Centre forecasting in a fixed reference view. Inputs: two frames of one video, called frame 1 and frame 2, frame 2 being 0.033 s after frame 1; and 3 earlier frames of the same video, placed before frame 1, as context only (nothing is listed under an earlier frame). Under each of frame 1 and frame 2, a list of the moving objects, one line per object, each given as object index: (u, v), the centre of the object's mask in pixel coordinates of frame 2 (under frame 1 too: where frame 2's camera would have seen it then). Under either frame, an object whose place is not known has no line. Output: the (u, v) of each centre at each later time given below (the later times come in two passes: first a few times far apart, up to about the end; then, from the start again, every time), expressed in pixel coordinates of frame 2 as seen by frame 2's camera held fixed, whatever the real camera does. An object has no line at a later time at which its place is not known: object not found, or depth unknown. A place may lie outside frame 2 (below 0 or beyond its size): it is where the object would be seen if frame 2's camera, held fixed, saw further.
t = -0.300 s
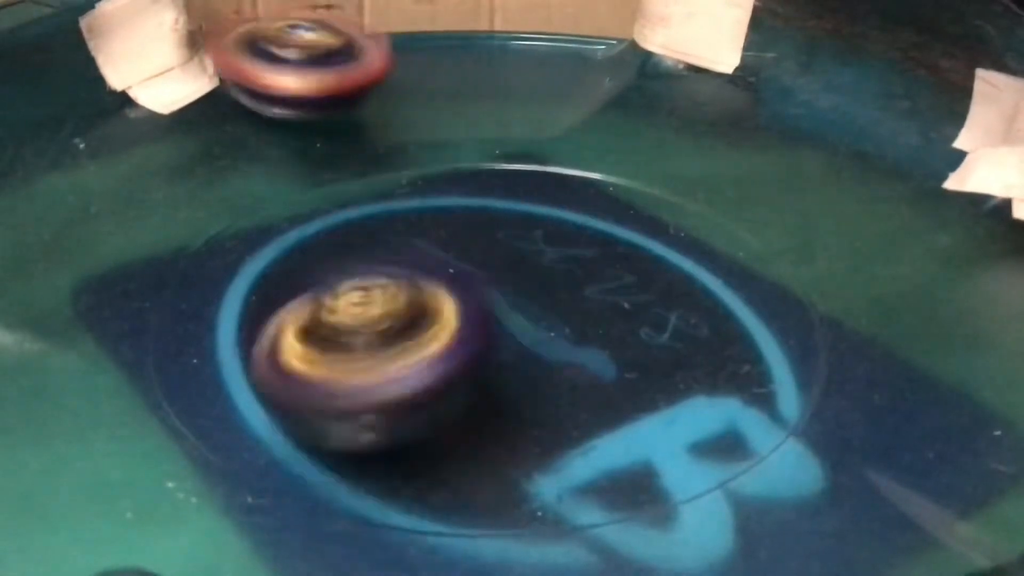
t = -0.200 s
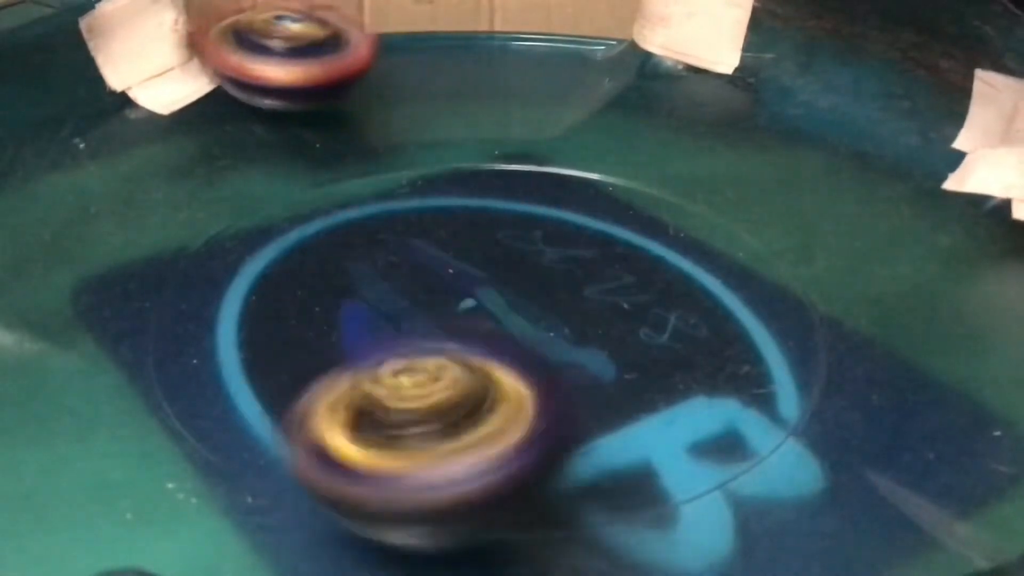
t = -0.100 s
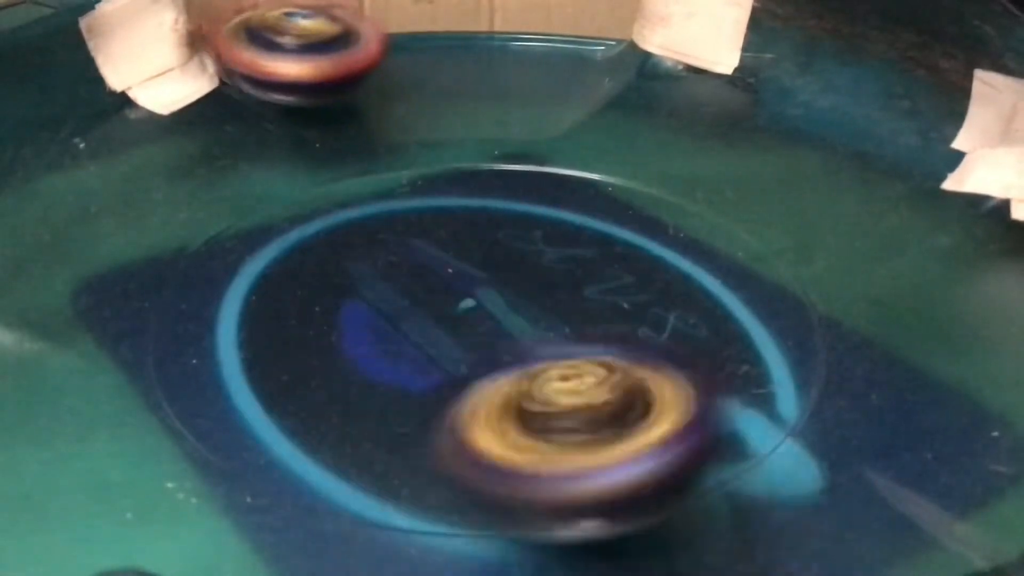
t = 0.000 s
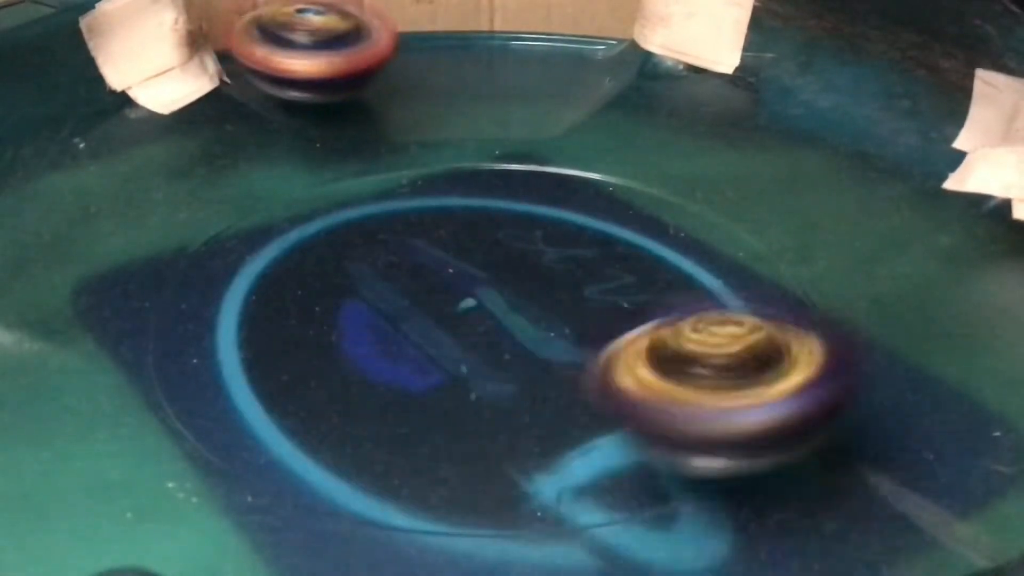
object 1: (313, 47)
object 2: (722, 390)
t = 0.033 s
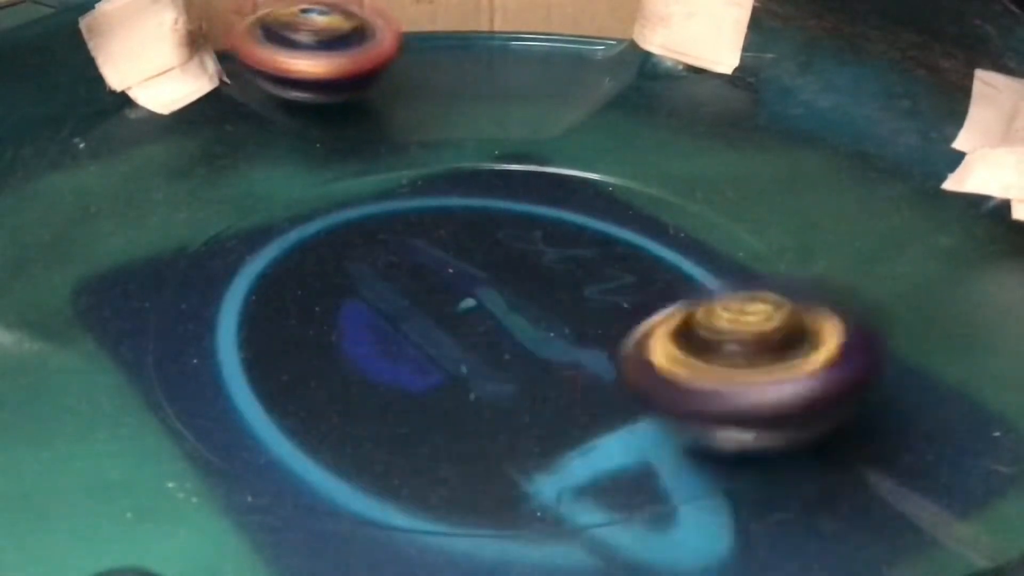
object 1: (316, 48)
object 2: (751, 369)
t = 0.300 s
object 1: (370, 65)
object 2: (486, 253)
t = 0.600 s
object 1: (417, 132)
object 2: (203, 387)
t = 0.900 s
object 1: (579, 316)
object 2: (756, 483)
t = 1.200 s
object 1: (718, 130)
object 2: (761, 291)
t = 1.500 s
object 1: (331, 87)
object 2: (310, 268)
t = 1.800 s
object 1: (422, 243)
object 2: (126, 485)
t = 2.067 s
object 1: (693, 182)
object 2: (314, 262)
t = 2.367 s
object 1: (673, 200)
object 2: (261, 86)
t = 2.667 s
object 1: (785, 264)
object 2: (254, 93)
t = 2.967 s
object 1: (794, 295)
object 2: (461, 178)
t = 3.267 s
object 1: (745, 323)
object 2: (660, 196)
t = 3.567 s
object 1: (559, 386)
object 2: (758, 211)
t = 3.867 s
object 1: (478, 422)
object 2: (744, 297)
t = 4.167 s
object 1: (379, 352)
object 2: (696, 390)
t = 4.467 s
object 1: (247, 320)
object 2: (576, 417)
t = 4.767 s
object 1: (247, 240)
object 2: (616, 406)
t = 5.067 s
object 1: (301, 216)
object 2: (487, 310)
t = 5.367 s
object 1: (382, 139)
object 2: (635, 372)
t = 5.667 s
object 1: (490, 141)
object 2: (528, 291)
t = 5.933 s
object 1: (599, 187)
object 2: (348, 303)
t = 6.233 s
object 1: (708, 254)
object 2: (393, 361)
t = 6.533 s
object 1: (797, 308)
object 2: (438, 261)
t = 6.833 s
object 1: (689, 346)
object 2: (308, 220)
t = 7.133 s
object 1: (493, 412)
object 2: (386, 244)
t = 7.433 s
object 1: (365, 418)
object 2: (424, 164)
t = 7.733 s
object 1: (312, 333)
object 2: (461, 214)
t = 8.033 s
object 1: (306, 238)
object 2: (619, 260)
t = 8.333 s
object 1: (366, 195)
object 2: (689, 262)
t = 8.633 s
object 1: (484, 196)
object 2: (558, 328)
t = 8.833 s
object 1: (564, 214)
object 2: (519, 382)
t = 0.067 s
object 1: (321, 48)
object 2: (757, 346)
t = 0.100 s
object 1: (328, 50)
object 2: (746, 324)
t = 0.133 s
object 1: (334, 49)
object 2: (721, 303)
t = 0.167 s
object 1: (340, 53)
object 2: (684, 285)
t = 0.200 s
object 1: (347, 55)
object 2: (637, 271)
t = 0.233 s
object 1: (354, 58)
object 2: (589, 261)
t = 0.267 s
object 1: (363, 62)
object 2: (539, 255)
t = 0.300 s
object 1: (370, 65)
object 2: (486, 253)
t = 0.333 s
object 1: (379, 68)
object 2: (436, 254)
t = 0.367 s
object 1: (387, 74)
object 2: (386, 260)
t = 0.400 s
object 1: (397, 78)
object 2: (338, 268)
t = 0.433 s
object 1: (407, 80)
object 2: (293, 281)
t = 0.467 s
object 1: (420, 84)
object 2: (254, 299)
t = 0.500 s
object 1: (428, 87)
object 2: (218, 320)
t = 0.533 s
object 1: (431, 94)
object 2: (190, 342)
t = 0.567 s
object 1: (427, 109)
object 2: (182, 364)
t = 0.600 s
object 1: (417, 132)
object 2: (203, 387)
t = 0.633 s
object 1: (400, 156)
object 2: (227, 408)
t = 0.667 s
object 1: (385, 182)
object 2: (266, 431)
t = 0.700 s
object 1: (376, 211)
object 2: (327, 446)
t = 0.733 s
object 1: (377, 240)
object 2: (380, 460)
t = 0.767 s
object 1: (396, 278)
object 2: (451, 470)
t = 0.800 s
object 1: (425, 302)
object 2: (516, 465)
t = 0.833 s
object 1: (463, 321)
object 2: (584, 449)
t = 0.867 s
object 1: (522, 318)
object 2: (671, 466)
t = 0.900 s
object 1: (579, 316)
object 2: (756, 483)
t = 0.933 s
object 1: (642, 304)
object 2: (834, 482)
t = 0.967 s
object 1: (700, 290)
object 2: (879, 479)
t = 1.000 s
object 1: (749, 264)
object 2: (886, 456)
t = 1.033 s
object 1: (787, 234)
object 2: (882, 421)
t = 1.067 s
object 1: (796, 209)
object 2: (872, 391)
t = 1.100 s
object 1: (792, 187)
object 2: (859, 360)
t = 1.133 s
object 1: (777, 163)
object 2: (835, 333)
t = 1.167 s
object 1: (751, 142)
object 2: (801, 313)
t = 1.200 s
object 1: (718, 130)
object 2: (761, 291)
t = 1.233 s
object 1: (677, 123)
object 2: (720, 273)
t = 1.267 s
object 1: (633, 118)
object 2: (674, 257)
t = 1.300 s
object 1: (583, 121)
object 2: (629, 246)
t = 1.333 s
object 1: (532, 108)
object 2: (578, 253)
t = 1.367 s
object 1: (480, 93)
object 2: (523, 263)
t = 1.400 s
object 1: (431, 86)
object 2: (465, 268)
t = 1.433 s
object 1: (389, 85)
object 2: (412, 270)
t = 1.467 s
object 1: (354, 86)
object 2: (361, 269)
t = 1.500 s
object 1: (331, 87)
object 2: (310, 268)
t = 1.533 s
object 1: (321, 88)
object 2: (262, 269)
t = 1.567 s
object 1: (318, 95)
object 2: (224, 274)
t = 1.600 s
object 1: (314, 108)
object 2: (180, 281)
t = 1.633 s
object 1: (306, 132)
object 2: (151, 286)
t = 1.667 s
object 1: (297, 164)
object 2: (150, 301)
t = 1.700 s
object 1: (288, 196)
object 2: (168, 320)
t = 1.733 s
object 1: (313, 226)
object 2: (159, 357)
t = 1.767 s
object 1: (370, 233)
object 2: (133, 417)
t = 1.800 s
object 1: (422, 243)
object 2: (126, 485)
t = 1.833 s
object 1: (465, 251)
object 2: (121, 515)
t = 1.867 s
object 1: (512, 252)
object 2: (125, 495)
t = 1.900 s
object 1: (557, 250)
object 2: (157, 457)
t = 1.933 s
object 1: (597, 244)
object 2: (188, 392)
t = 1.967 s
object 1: (634, 231)
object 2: (224, 357)
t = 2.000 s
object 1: (663, 216)
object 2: (257, 327)
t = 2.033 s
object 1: (683, 200)
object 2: (290, 292)
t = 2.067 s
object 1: (693, 182)
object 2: (314, 262)
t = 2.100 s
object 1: (693, 164)
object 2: (328, 233)
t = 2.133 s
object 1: (676, 150)
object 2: (352, 210)
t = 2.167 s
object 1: (647, 148)
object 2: (365, 187)
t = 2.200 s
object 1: (613, 148)
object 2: (373, 165)
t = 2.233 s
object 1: (587, 149)
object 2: (380, 150)
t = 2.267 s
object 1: (591, 140)
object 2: (359, 132)
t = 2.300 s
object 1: (621, 154)
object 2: (322, 111)
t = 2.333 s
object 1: (647, 184)
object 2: (291, 100)
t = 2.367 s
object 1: (673, 200)
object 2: (261, 86)
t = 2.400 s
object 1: (703, 215)
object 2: (244, 84)
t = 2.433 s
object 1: (728, 223)
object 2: (232, 83)
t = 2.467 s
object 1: (750, 232)
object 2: (223, 83)
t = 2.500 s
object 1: (771, 239)
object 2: (219, 83)
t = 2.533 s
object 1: (787, 243)
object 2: (219, 82)
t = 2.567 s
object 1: (794, 247)
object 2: (225, 83)
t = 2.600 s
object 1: (790, 254)
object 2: (231, 87)
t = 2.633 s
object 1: (787, 259)
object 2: (242, 89)
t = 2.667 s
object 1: (785, 264)
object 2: (254, 93)
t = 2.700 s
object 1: (786, 268)
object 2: (269, 100)
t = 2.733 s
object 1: (788, 272)
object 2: (289, 107)
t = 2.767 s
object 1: (792, 275)
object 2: (307, 114)
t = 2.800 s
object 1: (797, 279)
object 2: (330, 122)
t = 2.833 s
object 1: (800, 282)
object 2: (354, 133)
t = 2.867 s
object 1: (798, 286)
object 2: (381, 148)
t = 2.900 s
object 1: (795, 289)
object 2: (409, 159)
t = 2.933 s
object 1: (794, 292)
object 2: (435, 169)
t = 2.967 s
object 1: (794, 295)
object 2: (461, 178)
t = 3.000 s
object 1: (795, 297)
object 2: (490, 186)
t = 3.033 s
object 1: (796, 300)
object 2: (515, 192)
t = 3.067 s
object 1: (797, 302)
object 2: (538, 198)
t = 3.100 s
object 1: (797, 304)
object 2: (561, 202)
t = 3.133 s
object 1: (793, 307)
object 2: (582, 205)
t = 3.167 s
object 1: (786, 310)
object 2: (606, 206)
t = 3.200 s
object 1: (775, 313)
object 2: (622, 204)
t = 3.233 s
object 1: (762, 317)
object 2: (638, 201)
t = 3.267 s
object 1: (745, 323)
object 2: (660, 196)
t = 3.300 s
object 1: (727, 329)
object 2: (677, 193)
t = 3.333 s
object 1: (708, 334)
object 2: (694, 192)
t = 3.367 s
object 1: (688, 340)
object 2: (709, 192)
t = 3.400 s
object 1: (665, 348)
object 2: (721, 194)
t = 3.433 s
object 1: (642, 356)
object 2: (736, 195)
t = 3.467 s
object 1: (618, 362)
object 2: (744, 199)
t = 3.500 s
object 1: (599, 370)
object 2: (751, 203)
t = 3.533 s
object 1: (578, 378)
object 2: (757, 207)
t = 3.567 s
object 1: (559, 386)
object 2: (758, 211)
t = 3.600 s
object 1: (543, 393)
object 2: (758, 217)
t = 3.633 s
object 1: (530, 400)
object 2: (757, 226)
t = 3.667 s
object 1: (519, 407)
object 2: (756, 235)
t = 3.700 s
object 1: (510, 412)
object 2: (754, 245)
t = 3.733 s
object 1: (503, 417)
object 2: (753, 255)
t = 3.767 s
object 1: (495, 421)
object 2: (751, 265)
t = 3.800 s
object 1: (488, 423)
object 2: (750, 276)
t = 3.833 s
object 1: (483, 423)
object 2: (748, 285)
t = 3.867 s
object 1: (478, 422)
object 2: (744, 297)
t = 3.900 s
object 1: (472, 418)
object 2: (740, 307)
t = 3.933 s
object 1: (465, 413)
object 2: (738, 318)
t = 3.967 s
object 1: (460, 406)
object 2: (734, 329)
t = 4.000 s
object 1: (454, 398)
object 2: (731, 339)
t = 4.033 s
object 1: (443, 388)
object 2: (728, 349)
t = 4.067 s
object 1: (430, 379)
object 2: (721, 360)
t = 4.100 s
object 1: (415, 370)
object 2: (714, 370)
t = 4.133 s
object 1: (397, 361)
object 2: (704, 382)
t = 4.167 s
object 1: (379, 352)
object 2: (696, 390)
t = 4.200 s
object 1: (362, 345)
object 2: (687, 398)
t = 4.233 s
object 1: (343, 338)
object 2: (680, 404)
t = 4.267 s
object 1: (322, 331)
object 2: (671, 410)
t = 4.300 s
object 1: (304, 326)
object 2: (659, 415)
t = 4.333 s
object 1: (286, 323)
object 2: (647, 419)
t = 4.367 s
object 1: (272, 320)
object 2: (634, 421)
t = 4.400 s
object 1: (258, 319)
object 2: (618, 423)
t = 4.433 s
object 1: (250, 318)
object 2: (597, 420)
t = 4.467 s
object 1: (247, 320)
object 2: (576, 417)
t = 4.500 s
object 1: (249, 321)
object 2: (554, 414)
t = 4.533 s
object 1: (260, 323)
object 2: (532, 409)
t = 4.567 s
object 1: (272, 321)
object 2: (514, 406)
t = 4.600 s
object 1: (266, 303)
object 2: (533, 412)
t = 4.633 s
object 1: (260, 285)
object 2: (561, 416)
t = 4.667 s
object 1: (257, 271)
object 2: (581, 417)
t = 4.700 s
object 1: (254, 259)
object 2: (594, 416)
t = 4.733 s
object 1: (250, 249)
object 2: (605, 412)
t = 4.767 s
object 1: (247, 240)
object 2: (616, 406)
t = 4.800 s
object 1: (243, 232)
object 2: (619, 397)
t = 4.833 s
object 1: (241, 225)
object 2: (620, 383)
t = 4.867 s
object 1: (241, 220)
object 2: (607, 370)
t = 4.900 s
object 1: (242, 218)
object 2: (593, 356)
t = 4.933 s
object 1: (247, 216)
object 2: (579, 345)
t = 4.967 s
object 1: (257, 216)
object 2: (557, 334)
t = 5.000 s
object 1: (268, 216)
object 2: (534, 325)
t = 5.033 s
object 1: (284, 216)
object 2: (509, 317)
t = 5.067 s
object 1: (301, 216)
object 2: (487, 310)
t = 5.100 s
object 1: (304, 195)
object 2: (497, 326)
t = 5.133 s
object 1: (304, 175)
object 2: (517, 346)
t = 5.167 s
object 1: (311, 159)
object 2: (537, 363)
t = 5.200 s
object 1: (318, 149)
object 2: (552, 370)
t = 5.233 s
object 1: (330, 144)
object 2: (566, 377)
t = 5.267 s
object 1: (343, 143)
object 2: (581, 379)
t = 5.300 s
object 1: (356, 140)
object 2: (596, 379)
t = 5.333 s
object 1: (370, 141)
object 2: (614, 377)
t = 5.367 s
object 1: (382, 139)
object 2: (635, 372)
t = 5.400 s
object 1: (393, 135)
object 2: (650, 364)
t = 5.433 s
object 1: (405, 133)
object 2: (654, 353)
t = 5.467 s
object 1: (417, 132)
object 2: (653, 341)
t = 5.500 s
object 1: (429, 130)
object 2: (642, 330)
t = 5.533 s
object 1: (440, 131)
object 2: (623, 320)
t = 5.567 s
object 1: (452, 130)
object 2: (602, 310)
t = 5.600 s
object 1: (465, 133)
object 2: (576, 302)
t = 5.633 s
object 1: (478, 137)
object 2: (553, 297)
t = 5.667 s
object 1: (490, 141)
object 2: (528, 291)
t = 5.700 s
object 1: (504, 141)
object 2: (502, 289)
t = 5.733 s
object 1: (520, 145)
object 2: (476, 288)
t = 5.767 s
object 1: (534, 155)
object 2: (450, 288)
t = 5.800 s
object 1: (546, 162)
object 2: (427, 289)
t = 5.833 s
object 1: (558, 166)
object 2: (405, 291)
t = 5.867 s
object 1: (572, 173)
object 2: (381, 294)
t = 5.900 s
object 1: (586, 180)
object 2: (364, 299)
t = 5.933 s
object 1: (599, 187)
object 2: (348, 303)
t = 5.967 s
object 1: (611, 194)
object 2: (334, 308)
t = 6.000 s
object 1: (625, 203)
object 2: (324, 314)
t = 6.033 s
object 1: (638, 210)
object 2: (313, 325)
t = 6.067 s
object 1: (651, 217)
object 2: (307, 333)
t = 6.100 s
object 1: (664, 225)
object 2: (311, 343)
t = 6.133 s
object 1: (675, 233)
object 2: (323, 351)
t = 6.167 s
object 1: (686, 240)
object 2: (345, 357)
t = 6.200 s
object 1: (696, 247)
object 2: (367, 363)
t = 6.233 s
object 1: (708, 254)
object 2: (393, 361)
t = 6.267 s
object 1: (718, 262)
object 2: (422, 356)
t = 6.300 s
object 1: (725, 269)
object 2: (447, 345)
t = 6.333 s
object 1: (732, 276)
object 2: (464, 337)
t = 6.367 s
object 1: (739, 283)
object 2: (477, 325)
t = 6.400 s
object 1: (743, 289)
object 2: (486, 312)
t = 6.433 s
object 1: (756, 295)
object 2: (482, 298)
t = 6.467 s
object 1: (776, 300)
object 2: (465, 283)
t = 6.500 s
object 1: (790, 304)
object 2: (450, 271)
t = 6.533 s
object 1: (797, 308)
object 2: (438, 261)
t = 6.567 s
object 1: (794, 310)
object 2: (425, 252)
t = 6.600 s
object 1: (788, 313)
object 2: (409, 244)
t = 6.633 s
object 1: (782, 317)
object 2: (395, 236)
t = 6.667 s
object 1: (774, 321)
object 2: (382, 230)
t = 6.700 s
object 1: (762, 325)
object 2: (366, 225)
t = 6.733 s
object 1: (747, 330)
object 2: (350, 221)
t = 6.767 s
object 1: (729, 336)
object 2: (336, 217)
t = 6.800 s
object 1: (712, 343)
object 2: (322, 217)
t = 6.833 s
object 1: (689, 346)
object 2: (308, 220)
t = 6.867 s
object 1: (667, 350)
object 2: (298, 226)
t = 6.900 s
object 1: (645, 355)
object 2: (294, 235)
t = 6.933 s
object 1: (620, 359)
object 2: (298, 247)
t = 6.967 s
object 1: (595, 362)
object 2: (310, 257)
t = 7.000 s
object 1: (572, 366)
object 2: (330, 268)
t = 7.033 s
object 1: (544, 370)
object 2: (353, 275)
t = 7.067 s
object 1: (530, 389)
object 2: (372, 268)
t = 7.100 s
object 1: (514, 401)
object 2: (378, 258)
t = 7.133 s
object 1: (493, 412)
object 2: (386, 244)
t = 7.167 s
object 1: (472, 419)
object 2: (394, 234)
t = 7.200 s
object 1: (454, 426)
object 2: (400, 224)
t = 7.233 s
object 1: (438, 430)
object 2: (406, 215)
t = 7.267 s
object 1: (425, 433)
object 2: (412, 206)
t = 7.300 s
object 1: (410, 436)
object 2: (414, 196)
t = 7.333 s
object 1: (398, 432)
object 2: (415, 187)
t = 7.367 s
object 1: (388, 428)
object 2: (417, 179)
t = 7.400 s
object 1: (377, 424)
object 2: (420, 165)
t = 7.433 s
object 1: (365, 418)
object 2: (424, 164)
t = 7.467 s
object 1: (358, 413)
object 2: (423, 160)
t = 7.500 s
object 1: (348, 404)
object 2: (422, 158)
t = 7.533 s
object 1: (340, 397)
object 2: (417, 154)
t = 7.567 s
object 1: (332, 386)
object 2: (422, 162)
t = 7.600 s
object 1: (326, 377)
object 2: (422, 171)
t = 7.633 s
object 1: (322, 367)
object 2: (428, 182)
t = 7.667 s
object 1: (318, 354)
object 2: (435, 193)
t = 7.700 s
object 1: (316, 345)
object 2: (447, 204)
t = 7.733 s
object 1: (312, 333)
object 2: (461, 214)
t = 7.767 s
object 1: (309, 321)
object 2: (475, 215)
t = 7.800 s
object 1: (308, 310)
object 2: (491, 229)
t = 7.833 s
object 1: (306, 298)
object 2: (508, 236)
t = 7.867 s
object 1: (305, 288)
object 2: (527, 242)
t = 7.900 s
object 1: (302, 275)
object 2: (546, 247)
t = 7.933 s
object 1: (303, 266)
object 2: (566, 250)
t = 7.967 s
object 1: (304, 256)
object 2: (584, 254)
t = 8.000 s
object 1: (303, 245)
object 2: (601, 257)
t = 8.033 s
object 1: (306, 238)
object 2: (619, 260)
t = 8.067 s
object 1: (308, 230)
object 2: (639, 261)
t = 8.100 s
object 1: (313, 224)
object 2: (655, 261)
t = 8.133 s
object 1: (316, 216)
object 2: (672, 262)
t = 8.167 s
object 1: (321, 210)
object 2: (685, 261)
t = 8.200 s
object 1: (328, 206)
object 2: (696, 259)
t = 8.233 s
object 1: (336, 202)
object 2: (702, 258)
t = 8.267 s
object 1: (344, 199)
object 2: (703, 259)
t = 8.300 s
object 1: (354, 196)
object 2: (700, 259)
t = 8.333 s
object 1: (366, 195)
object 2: (689, 262)
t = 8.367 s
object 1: (377, 194)
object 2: (675, 265)
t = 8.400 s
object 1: (389, 193)
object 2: (658, 269)
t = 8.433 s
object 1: (405, 194)
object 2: (640, 276)
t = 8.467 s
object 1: (417, 193)
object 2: (625, 283)
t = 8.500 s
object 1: (431, 195)
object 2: (609, 291)
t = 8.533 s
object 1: (444, 196)
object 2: (594, 301)
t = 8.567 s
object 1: (459, 195)
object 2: (579, 310)
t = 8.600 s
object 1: (472, 195)
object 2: (570, 317)
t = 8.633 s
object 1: (484, 196)
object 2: (558, 328)
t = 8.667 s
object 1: (501, 198)
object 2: (548, 338)
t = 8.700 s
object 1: (513, 198)
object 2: (539, 347)
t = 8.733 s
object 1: (526, 202)
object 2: (530, 356)
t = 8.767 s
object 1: (538, 203)
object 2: (525, 365)
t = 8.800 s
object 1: (553, 207)
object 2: (520, 375)
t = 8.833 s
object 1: (564, 214)
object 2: (519, 382)
